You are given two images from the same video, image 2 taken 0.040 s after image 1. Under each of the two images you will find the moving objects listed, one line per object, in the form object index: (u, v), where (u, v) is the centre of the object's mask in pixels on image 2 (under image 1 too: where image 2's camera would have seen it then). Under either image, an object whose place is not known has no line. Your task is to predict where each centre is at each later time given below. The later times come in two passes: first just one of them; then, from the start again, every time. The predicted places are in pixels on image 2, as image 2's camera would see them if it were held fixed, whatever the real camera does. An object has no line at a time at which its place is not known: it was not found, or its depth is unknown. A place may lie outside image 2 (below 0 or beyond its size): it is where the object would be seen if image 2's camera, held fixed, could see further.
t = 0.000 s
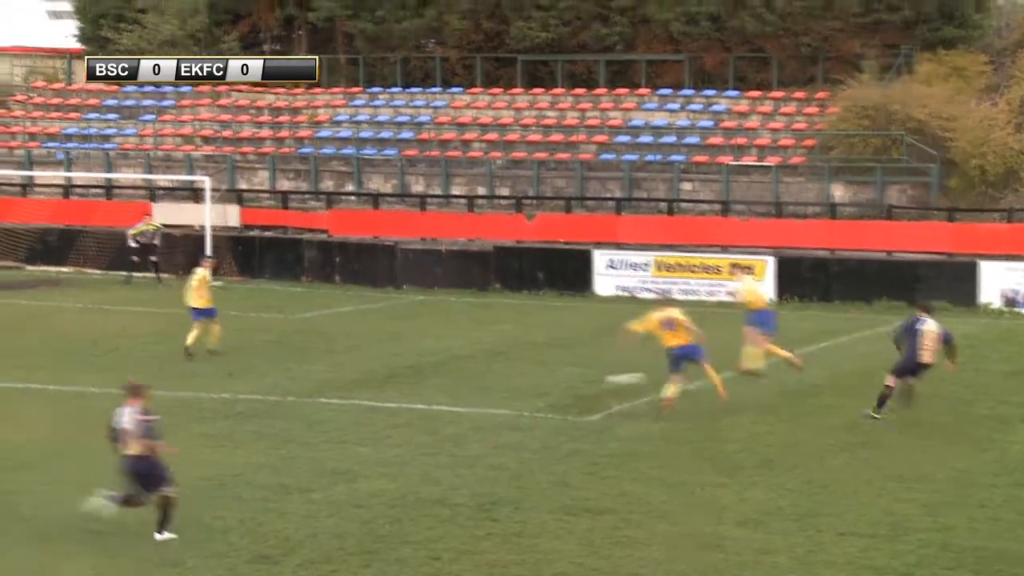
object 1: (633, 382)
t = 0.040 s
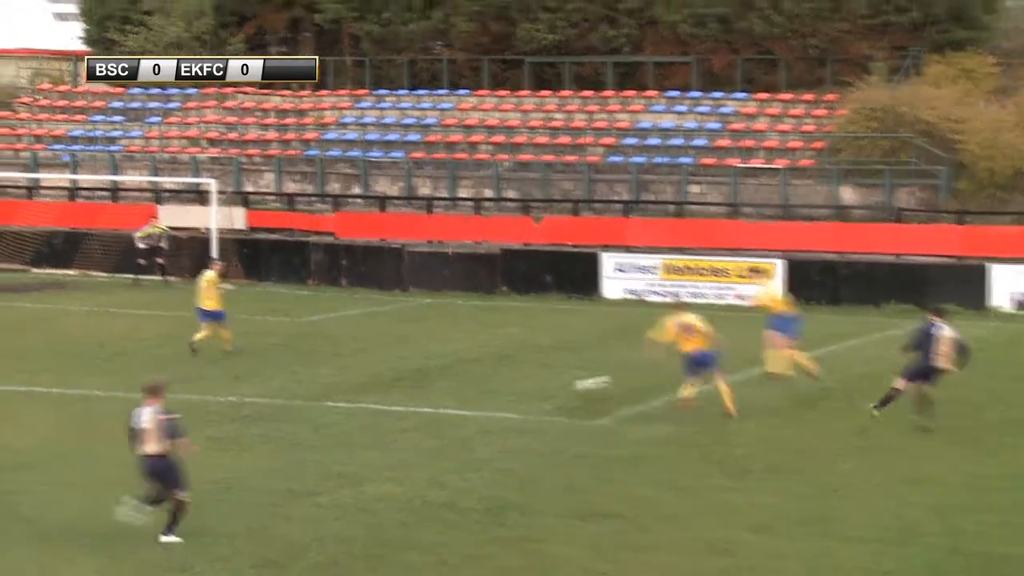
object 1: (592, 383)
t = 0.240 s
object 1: (434, 361)
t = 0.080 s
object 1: (554, 383)
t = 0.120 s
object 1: (521, 375)
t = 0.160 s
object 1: (491, 368)
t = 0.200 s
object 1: (462, 364)
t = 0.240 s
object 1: (434, 361)
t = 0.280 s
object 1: (405, 360)
